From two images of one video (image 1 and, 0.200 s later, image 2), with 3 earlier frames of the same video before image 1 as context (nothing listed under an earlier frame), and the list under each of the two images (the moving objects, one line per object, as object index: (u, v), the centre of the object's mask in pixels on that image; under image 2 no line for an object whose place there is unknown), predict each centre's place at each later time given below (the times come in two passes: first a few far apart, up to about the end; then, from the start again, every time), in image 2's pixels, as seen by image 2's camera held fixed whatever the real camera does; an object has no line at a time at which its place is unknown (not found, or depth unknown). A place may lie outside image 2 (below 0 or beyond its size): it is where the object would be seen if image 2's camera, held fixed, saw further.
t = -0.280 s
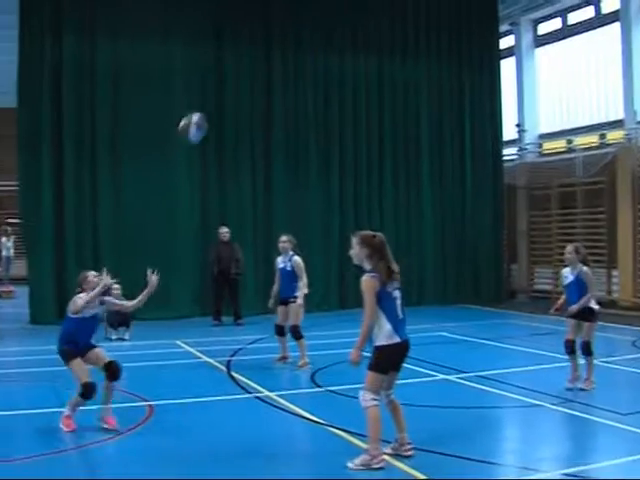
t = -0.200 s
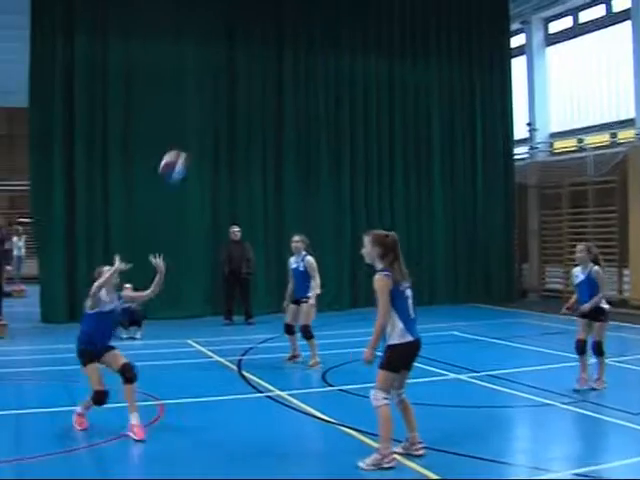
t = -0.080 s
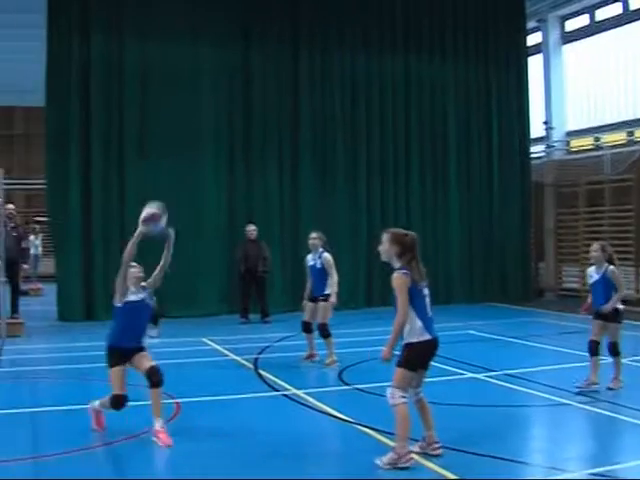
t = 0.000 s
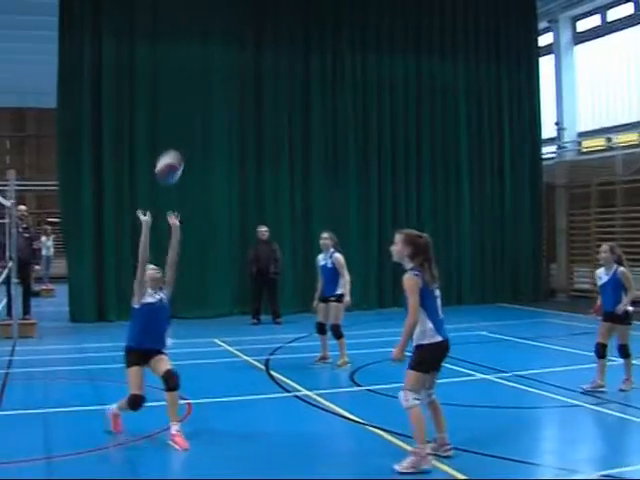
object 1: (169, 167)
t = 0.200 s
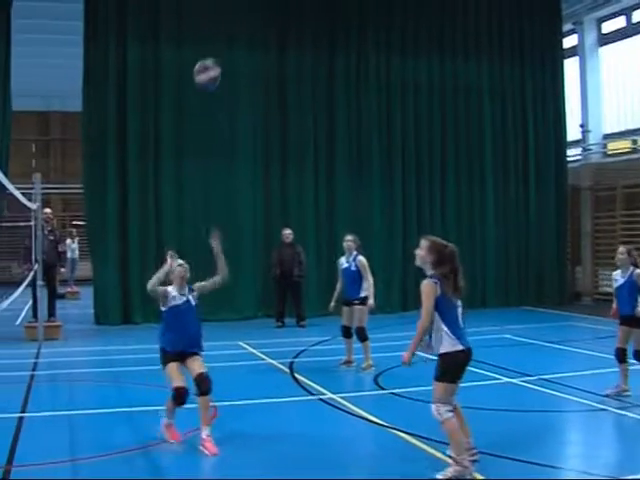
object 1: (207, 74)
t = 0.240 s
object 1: (207, 58)
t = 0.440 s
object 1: (221, 26)
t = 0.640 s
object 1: (234, 38)
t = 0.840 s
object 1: (248, 100)
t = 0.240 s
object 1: (207, 58)
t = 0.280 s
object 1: (210, 49)
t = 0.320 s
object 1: (213, 40)
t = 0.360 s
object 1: (215, 33)
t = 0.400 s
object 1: (218, 28)
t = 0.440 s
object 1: (221, 26)
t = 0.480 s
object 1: (223, 25)
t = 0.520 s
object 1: (226, 26)
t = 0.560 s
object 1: (228, 28)
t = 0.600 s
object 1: (231, 32)
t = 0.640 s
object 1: (234, 38)
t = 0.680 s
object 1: (237, 47)
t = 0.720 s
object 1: (239, 58)
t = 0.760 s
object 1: (242, 69)
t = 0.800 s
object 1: (244, 84)
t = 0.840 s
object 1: (248, 100)
